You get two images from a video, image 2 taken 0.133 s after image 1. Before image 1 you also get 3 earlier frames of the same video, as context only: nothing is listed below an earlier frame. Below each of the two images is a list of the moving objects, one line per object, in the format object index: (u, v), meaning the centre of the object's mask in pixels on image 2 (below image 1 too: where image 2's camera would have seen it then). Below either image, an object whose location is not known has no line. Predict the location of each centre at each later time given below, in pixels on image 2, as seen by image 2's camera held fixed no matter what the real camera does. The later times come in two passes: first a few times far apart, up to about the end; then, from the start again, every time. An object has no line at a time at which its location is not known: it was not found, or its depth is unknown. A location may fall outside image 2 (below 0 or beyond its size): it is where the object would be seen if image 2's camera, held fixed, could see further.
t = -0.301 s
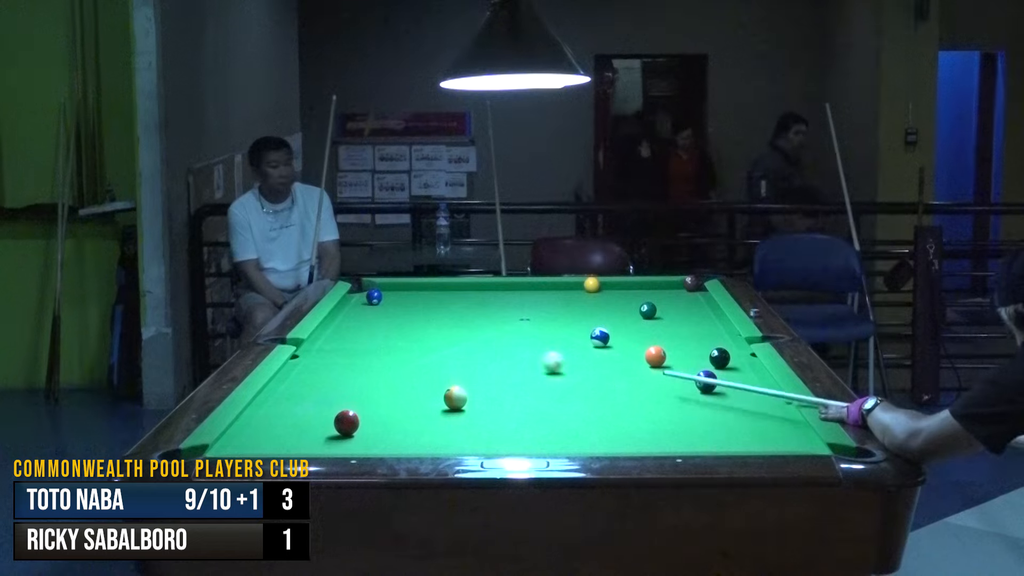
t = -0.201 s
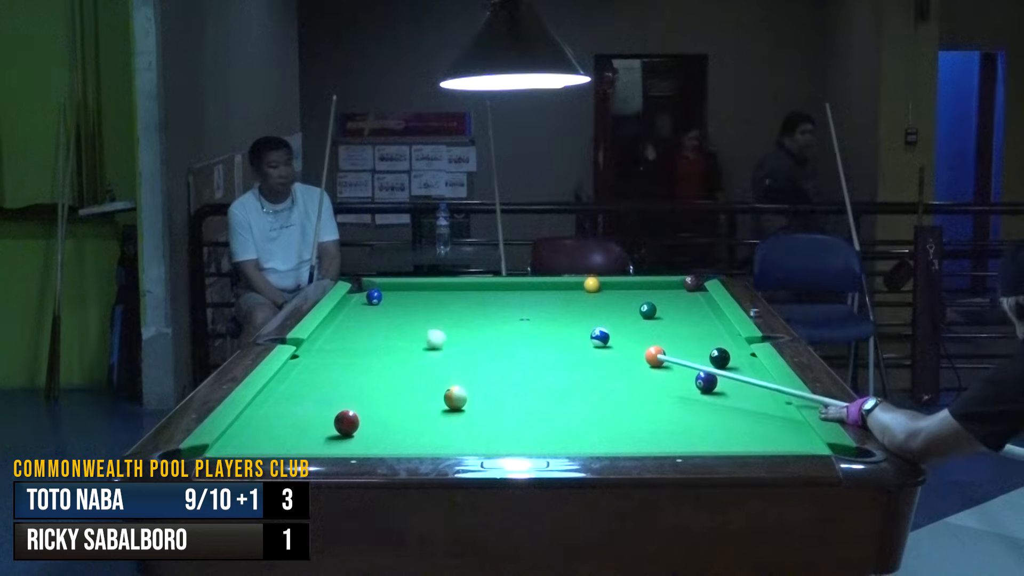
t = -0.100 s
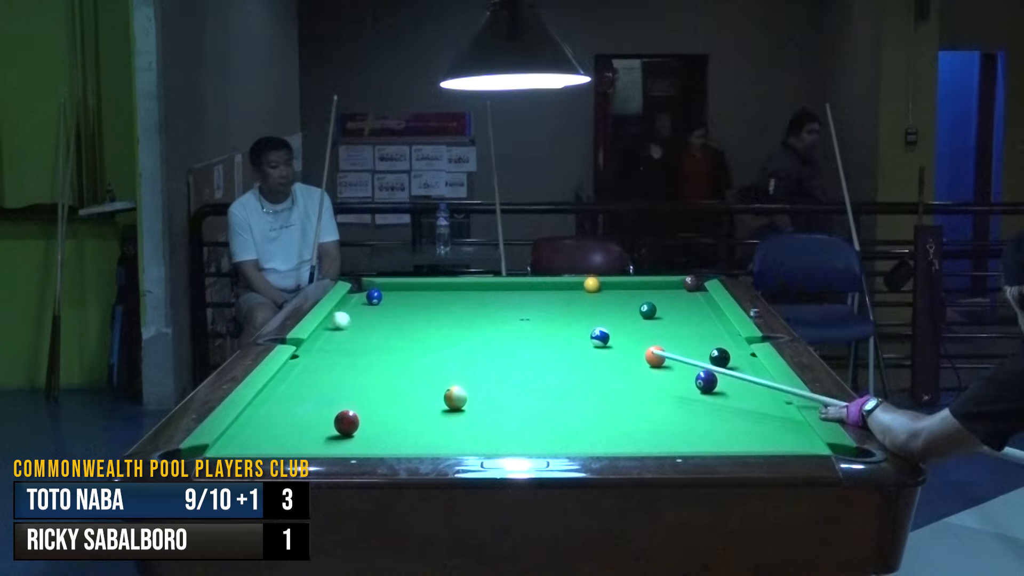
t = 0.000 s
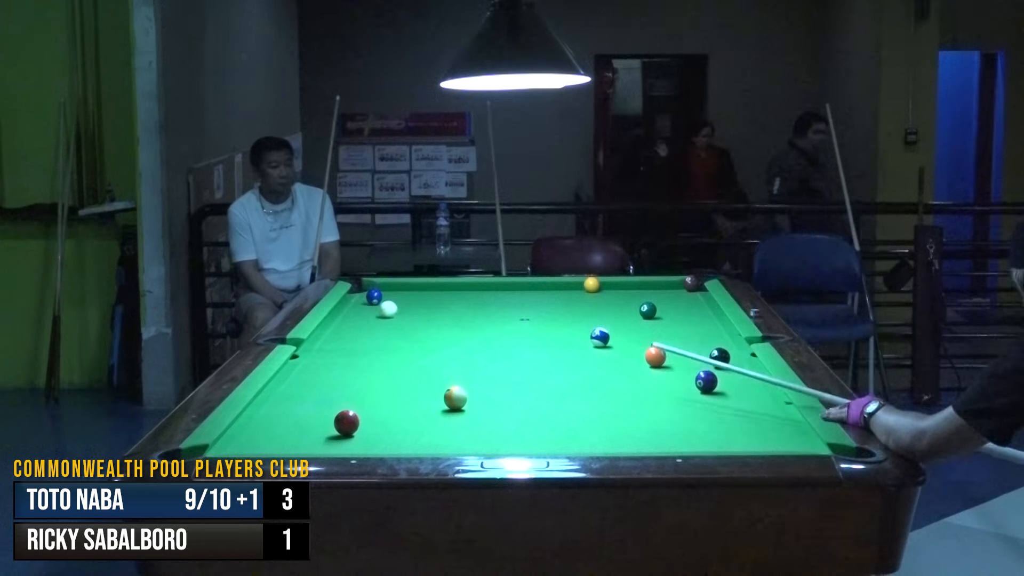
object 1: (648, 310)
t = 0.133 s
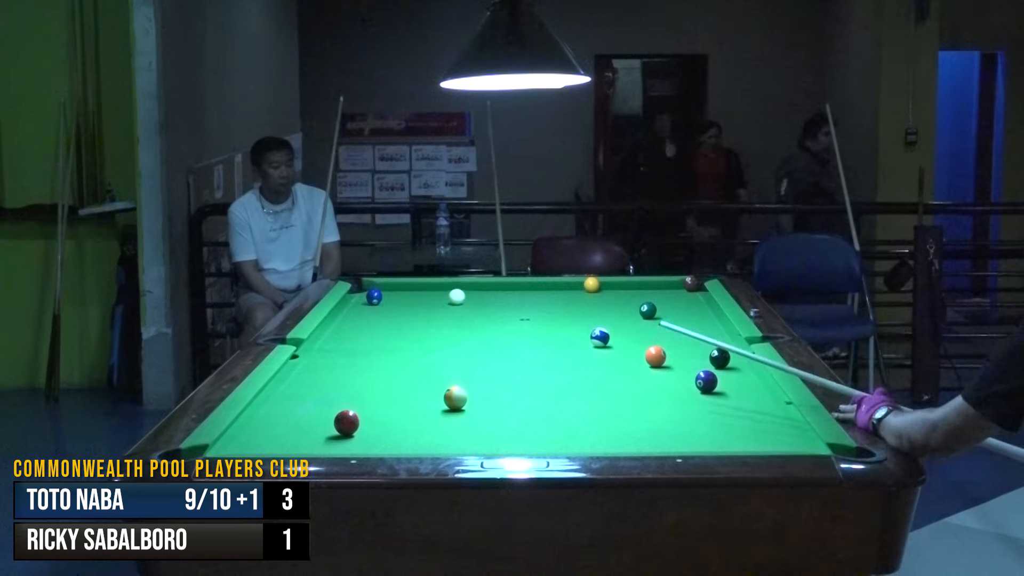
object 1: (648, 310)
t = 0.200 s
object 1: (648, 310)
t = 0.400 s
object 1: (648, 310)
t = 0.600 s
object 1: (648, 310)
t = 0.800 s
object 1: (648, 310)
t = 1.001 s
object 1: (619, 311)
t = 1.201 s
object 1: (585, 311)
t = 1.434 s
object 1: (547, 312)
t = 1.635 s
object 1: (514, 313)
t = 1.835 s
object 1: (483, 313)
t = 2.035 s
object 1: (452, 314)
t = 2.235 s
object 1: (423, 315)
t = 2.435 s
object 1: (394, 315)
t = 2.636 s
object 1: (366, 316)
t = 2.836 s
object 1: (339, 316)
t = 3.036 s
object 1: (348, 317)
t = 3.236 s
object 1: (363, 317)
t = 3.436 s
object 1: (377, 317)
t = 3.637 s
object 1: (390, 317)
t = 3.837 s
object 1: (403, 317)
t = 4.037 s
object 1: (414, 317)
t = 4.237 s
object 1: (424, 317)
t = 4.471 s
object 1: (434, 317)
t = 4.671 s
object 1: (442, 317)
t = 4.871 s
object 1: (449, 317)
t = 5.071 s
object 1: (455, 317)
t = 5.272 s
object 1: (460, 318)
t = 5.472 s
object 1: (464, 318)
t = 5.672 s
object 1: (467, 318)
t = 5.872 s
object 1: (469, 318)
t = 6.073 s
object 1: (470, 318)
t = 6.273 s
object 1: (469, 318)
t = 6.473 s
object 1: (469, 318)
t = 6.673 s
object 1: (469, 318)
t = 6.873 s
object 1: (469, 318)
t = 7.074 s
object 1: (469, 318)
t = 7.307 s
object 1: (469, 318)
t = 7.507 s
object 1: (469, 318)
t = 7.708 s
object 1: (469, 318)
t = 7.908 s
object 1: (469, 318)
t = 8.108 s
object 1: (469, 318)
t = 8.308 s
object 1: (469, 318)
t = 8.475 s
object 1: (469, 318)
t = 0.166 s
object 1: (648, 310)
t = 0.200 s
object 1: (648, 310)
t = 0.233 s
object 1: (648, 310)
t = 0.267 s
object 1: (648, 310)
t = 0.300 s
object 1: (648, 310)
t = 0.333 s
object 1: (648, 310)
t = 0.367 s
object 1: (648, 310)
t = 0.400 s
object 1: (648, 310)
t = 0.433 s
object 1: (648, 310)
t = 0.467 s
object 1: (648, 310)
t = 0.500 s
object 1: (648, 310)
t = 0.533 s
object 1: (648, 310)
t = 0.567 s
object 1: (647, 310)
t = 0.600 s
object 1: (648, 310)
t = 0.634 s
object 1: (648, 310)
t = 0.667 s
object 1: (648, 310)
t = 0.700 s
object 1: (648, 310)
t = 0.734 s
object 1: (648, 310)
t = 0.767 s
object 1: (648, 310)
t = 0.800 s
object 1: (648, 310)
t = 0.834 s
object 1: (647, 310)
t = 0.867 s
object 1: (644, 310)
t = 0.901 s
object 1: (637, 310)
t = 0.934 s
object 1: (630, 311)
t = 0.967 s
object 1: (624, 311)
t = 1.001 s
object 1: (619, 311)
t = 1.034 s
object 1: (613, 311)
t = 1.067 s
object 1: (608, 311)
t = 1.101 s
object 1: (602, 311)
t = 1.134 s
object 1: (597, 311)
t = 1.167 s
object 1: (591, 311)
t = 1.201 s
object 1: (585, 311)
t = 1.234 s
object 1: (579, 312)
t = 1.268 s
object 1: (574, 312)
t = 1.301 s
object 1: (568, 312)
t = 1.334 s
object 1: (563, 312)
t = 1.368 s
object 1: (557, 312)
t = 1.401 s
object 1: (552, 312)
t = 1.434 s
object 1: (547, 312)
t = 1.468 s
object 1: (541, 312)
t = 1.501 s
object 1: (536, 312)
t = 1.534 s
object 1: (530, 313)
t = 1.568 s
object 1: (525, 313)
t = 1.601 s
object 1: (520, 313)
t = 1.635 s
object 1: (514, 313)
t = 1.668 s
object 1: (509, 313)
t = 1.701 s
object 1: (504, 313)
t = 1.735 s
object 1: (499, 313)
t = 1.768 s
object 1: (493, 314)
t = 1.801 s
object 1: (488, 314)
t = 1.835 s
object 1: (483, 313)
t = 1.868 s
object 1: (478, 314)
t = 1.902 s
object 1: (473, 314)
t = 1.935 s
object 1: (468, 314)
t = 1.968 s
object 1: (463, 314)
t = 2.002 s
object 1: (457, 314)
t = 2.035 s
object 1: (452, 314)
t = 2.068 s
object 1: (447, 314)
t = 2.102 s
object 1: (442, 315)
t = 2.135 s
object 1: (437, 315)
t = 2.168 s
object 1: (433, 315)
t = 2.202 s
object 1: (428, 315)
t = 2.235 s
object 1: (423, 315)
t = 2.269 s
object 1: (418, 315)
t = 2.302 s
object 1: (413, 315)
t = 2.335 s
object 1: (408, 315)
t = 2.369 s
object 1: (403, 315)
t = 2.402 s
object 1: (398, 315)
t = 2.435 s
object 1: (394, 315)
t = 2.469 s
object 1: (389, 316)
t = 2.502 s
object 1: (384, 316)
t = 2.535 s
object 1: (380, 316)
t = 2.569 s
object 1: (375, 316)
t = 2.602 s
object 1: (370, 316)
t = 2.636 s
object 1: (366, 316)
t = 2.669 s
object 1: (361, 316)
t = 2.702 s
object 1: (357, 316)
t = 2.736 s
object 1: (352, 316)
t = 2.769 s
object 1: (348, 316)
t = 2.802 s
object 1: (343, 316)
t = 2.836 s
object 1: (339, 316)
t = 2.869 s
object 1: (335, 316)
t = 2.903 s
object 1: (337, 316)
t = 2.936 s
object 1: (340, 317)
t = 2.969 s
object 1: (342, 317)
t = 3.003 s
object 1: (345, 316)
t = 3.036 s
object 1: (348, 317)
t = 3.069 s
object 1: (350, 317)
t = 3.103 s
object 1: (353, 317)
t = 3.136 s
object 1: (356, 317)
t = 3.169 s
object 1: (358, 317)
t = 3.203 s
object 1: (360, 317)
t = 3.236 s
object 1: (363, 317)
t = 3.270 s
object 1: (365, 317)
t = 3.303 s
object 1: (368, 317)
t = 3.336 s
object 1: (370, 317)
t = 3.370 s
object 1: (373, 316)
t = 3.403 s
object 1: (375, 317)
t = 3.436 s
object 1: (377, 317)
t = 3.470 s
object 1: (379, 317)
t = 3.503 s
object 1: (381, 317)
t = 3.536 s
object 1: (384, 317)
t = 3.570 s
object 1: (386, 317)
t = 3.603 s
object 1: (388, 317)
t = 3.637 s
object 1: (390, 317)
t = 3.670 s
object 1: (392, 317)
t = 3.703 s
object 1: (395, 317)
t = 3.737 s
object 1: (397, 317)
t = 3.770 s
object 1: (399, 317)
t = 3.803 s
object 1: (401, 317)
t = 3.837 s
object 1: (403, 317)
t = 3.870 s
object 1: (405, 317)
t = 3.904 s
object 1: (406, 317)
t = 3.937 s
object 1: (408, 317)
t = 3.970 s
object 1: (410, 317)
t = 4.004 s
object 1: (412, 317)
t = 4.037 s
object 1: (414, 317)
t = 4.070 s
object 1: (415, 317)
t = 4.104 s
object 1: (417, 317)
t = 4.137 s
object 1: (419, 317)
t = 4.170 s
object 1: (421, 317)
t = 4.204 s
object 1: (422, 317)
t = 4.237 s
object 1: (424, 317)
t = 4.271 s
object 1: (426, 317)
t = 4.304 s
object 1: (427, 317)
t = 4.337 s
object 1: (429, 317)
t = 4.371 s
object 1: (430, 317)
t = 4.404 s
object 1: (431, 317)
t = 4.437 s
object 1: (433, 317)
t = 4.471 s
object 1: (434, 317)
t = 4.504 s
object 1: (436, 317)
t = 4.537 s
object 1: (437, 317)
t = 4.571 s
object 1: (438, 317)
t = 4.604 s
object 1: (440, 317)
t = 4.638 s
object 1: (441, 317)
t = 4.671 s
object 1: (442, 317)
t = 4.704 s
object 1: (443, 317)
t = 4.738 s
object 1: (445, 317)
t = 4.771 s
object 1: (446, 317)
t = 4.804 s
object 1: (447, 317)
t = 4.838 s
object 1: (448, 317)
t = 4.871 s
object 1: (449, 317)
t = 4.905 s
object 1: (450, 318)
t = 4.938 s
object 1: (451, 317)
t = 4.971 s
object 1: (452, 318)
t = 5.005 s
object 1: (453, 318)
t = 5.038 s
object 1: (454, 318)
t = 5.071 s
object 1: (455, 317)
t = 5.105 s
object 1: (456, 318)
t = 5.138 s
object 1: (457, 318)
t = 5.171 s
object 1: (458, 318)
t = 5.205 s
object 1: (459, 317)
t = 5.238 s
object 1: (459, 317)
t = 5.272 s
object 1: (460, 318)
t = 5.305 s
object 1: (461, 317)
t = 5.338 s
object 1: (462, 317)
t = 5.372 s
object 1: (462, 318)
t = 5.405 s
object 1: (463, 318)
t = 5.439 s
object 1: (464, 318)
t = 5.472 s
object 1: (464, 318)
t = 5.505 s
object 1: (465, 318)
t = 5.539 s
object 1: (465, 318)
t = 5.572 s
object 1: (466, 318)
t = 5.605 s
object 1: (466, 318)
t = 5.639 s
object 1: (467, 318)
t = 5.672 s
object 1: (467, 318)
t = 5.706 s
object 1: (468, 318)
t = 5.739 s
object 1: (468, 318)
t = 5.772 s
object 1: (468, 318)
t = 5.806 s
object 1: (469, 318)
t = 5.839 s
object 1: (469, 318)
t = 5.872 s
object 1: (469, 318)
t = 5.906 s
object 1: (469, 318)
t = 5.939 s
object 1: (470, 318)
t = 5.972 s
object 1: (470, 318)
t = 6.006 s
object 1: (470, 318)
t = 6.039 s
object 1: (470, 318)
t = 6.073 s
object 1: (470, 318)
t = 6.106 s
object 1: (470, 318)
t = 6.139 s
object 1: (470, 318)
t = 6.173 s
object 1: (470, 318)
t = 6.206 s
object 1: (470, 318)
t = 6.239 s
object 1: (470, 318)
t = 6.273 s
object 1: (469, 318)
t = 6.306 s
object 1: (469, 318)
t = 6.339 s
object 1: (469, 318)
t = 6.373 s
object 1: (469, 318)
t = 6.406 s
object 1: (469, 318)
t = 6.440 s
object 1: (469, 318)
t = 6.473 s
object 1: (469, 318)
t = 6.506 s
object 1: (469, 318)
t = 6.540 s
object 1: (469, 318)
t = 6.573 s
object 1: (469, 318)
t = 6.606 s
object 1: (469, 318)
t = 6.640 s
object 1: (469, 318)
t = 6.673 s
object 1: (469, 318)
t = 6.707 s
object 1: (469, 318)
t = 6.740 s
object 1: (469, 318)
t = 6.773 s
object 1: (469, 318)
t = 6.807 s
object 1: (469, 318)
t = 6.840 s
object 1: (469, 318)
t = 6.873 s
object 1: (469, 318)
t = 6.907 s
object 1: (469, 318)
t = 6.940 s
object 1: (469, 318)
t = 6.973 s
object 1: (469, 318)
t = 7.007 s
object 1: (469, 318)
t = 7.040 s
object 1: (469, 318)
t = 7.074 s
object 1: (469, 318)
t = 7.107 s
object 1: (469, 318)
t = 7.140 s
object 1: (469, 318)
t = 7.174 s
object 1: (469, 318)
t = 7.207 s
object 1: (469, 318)
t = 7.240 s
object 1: (469, 318)
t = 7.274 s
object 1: (469, 318)
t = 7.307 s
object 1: (469, 318)
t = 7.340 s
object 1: (469, 318)
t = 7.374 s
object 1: (469, 318)
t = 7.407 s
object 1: (469, 318)
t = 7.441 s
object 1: (469, 318)
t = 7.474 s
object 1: (469, 318)
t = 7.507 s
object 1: (469, 318)
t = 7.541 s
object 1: (469, 318)
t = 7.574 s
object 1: (469, 318)
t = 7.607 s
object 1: (469, 318)
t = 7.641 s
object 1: (469, 318)
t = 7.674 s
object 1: (469, 318)
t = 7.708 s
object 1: (469, 318)
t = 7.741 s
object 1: (469, 318)
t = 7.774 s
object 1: (469, 318)
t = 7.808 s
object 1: (469, 318)
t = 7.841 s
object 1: (469, 318)
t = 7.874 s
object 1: (469, 318)
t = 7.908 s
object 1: (469, 318)
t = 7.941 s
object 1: (469, 318)
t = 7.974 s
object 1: (469, 318)
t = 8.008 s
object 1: (469, 318)
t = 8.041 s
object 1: (469, 318)
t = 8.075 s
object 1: (469, 318)
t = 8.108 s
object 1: (469, 318)
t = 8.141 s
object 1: (469, 318)
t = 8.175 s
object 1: (469, 318)
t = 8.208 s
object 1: (469, 318)
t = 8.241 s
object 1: (469, 318)
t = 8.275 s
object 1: (469, 318)
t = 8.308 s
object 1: (469, 318)
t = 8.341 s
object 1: (469, 318)
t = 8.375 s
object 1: (469, 318)
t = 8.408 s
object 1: (469, 318)
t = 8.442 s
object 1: (469, 318)
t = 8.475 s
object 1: (469, 318)
